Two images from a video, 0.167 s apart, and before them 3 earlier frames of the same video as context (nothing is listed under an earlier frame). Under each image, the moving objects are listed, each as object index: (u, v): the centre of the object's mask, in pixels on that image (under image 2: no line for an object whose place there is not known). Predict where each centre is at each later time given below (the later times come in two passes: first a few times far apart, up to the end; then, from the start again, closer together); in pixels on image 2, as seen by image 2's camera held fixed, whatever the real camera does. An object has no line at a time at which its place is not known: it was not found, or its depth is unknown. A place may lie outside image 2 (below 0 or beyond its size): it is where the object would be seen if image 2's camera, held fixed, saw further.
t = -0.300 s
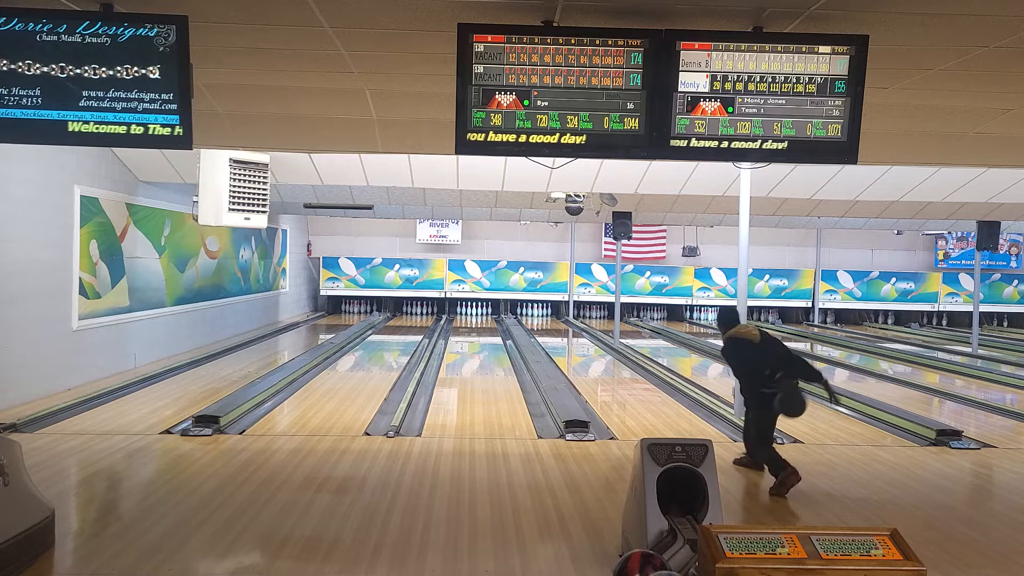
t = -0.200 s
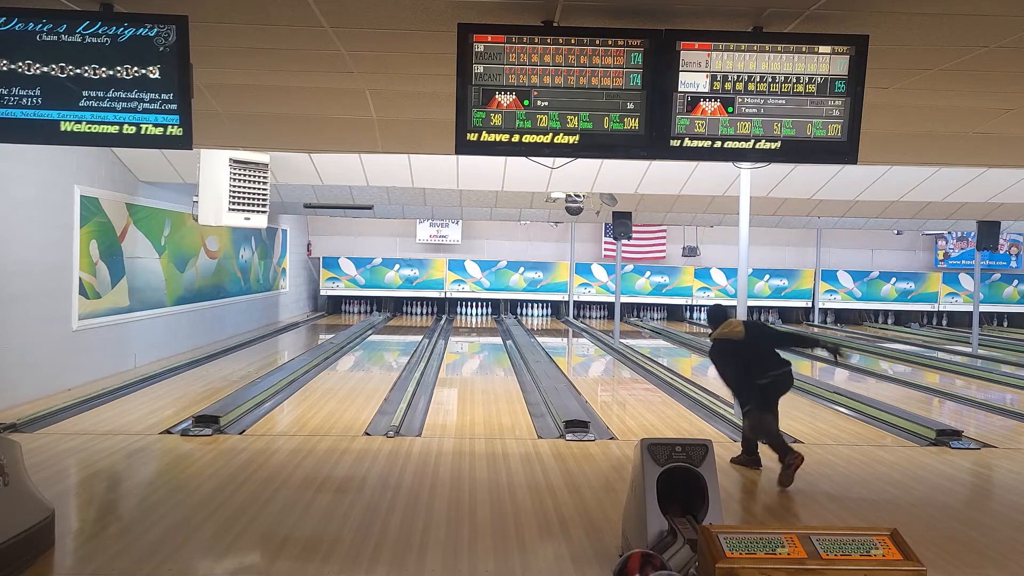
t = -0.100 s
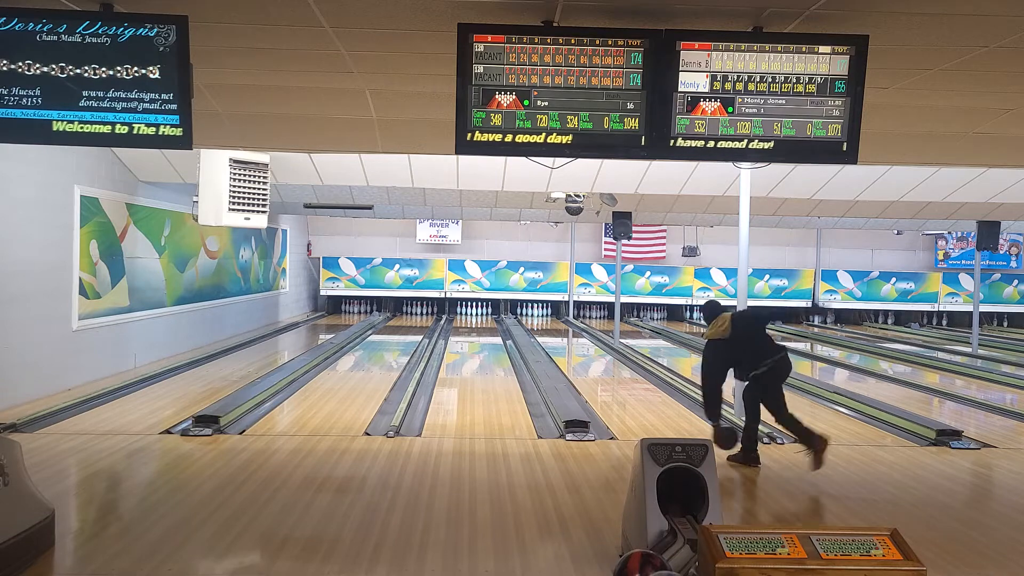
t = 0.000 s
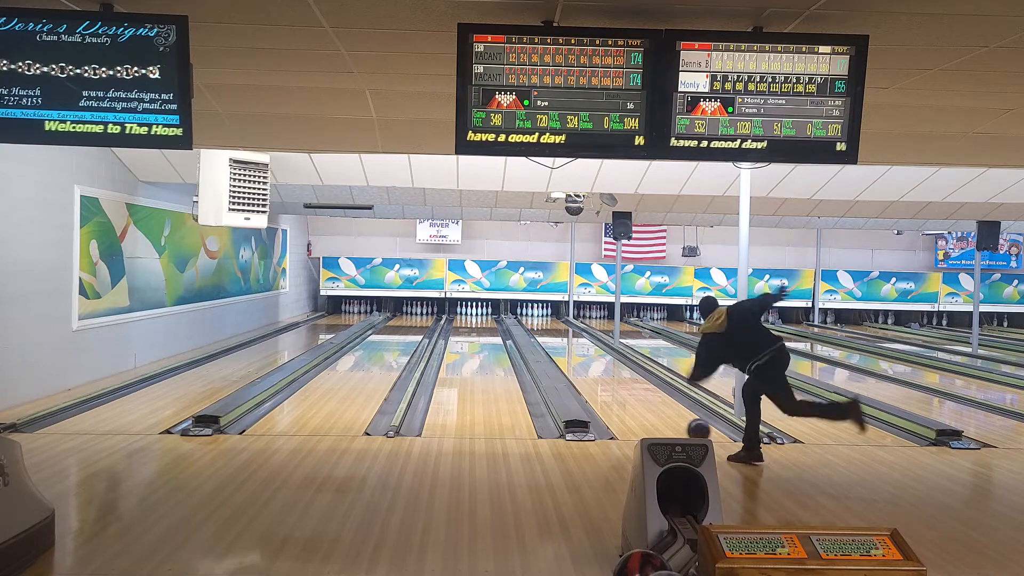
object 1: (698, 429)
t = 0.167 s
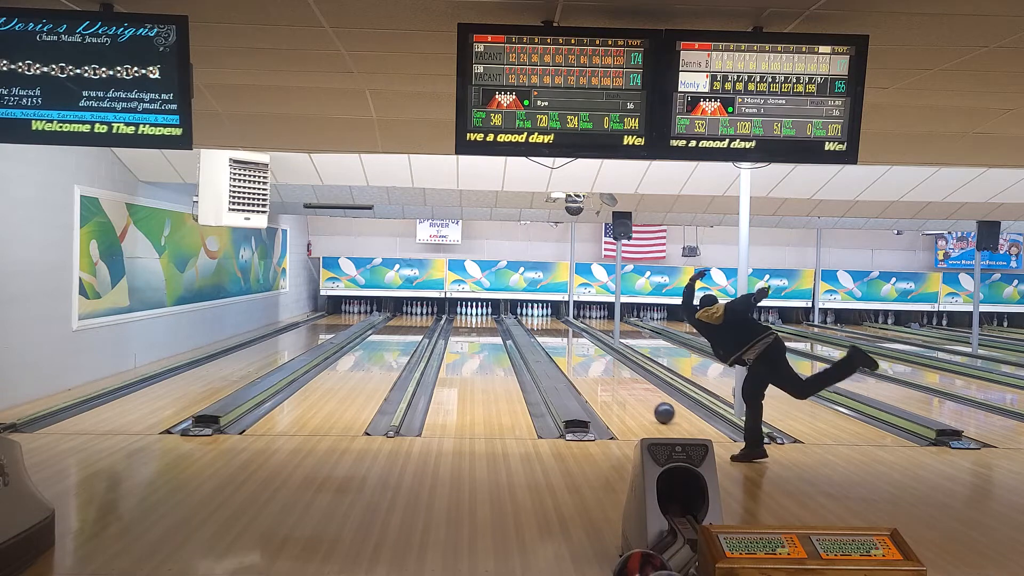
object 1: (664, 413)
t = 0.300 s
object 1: (643, 399)
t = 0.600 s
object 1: (606, 375)
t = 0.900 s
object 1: (581, 358)
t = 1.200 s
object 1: (563, 346)
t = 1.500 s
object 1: (549, 337)
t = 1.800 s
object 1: (539, 329)
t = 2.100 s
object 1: (533, 324)
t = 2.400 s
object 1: (531, 320)
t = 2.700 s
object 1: (533, 315)
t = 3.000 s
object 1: (534, 313)
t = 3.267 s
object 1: (536, 312)
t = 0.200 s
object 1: (658, 409)
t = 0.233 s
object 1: (653, 405)
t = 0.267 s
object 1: (648, 402)
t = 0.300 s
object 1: (643, 399)
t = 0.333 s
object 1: (638, 395)
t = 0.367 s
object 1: (633, 392)
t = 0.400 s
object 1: (629, 388)
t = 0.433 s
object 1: (625, 386)
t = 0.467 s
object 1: (621, 384)
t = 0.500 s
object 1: (617, 382)
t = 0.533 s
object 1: (613, 379)
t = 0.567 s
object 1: (610, 377)
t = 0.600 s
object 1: (606, 375)
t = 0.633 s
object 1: (603, 373)
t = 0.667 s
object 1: (600, 371)
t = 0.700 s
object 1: (597, 369)
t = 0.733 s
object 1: (594, 367)
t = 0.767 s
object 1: (591, 365)
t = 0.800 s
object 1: (588, 363)
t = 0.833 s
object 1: (586, 362)
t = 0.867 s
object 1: (584, 360)
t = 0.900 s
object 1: (581, 358)
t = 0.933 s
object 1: (579, 357)
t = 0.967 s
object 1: (577, 355)
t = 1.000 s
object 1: (574, 354)
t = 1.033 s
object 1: (572, 352)
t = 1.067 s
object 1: (570, 351)
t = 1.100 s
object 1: (568, 350)
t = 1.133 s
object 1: (566, 349)
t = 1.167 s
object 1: (565, 347)
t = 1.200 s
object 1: (563, 346)
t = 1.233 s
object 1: (561, 345)
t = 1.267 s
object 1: (559, 344)
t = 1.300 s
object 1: (558, 343)
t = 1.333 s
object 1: (556, 342)
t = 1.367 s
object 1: (555, 341)
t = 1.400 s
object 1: (553, 340)
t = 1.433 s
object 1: (552, 339)
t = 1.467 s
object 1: (550, 338)
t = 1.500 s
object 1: (549, 337)
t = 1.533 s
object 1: (548, 336)
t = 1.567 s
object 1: (546, 335)
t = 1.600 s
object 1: (545, 334)
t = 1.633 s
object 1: (544, 333)
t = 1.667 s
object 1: (543, 332)
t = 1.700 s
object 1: (542, 332)
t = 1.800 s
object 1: (539, 329)
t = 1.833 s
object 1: (538, 329)
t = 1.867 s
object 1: (537, 328)
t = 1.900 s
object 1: (536, 327)
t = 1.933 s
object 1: (536, 327)
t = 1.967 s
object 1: (535, 326)
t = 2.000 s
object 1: (534, 326)
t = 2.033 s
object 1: (534, 325)
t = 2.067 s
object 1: (533, 324)
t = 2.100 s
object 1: (533, 324)
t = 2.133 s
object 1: (533, 323)
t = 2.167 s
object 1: (532, 323)
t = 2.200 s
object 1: (532, 322)
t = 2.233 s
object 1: (532, 322)
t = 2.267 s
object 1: (532, 321)
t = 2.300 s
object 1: (532, 320)
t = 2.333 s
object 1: (531, 320)
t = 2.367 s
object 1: (531, 320)
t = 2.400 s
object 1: (531, 320)
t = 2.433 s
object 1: (531, 319)
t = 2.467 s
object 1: (531, 319)
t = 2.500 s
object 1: (532, 318)
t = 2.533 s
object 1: (531, 318)
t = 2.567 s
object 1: (532, 317)
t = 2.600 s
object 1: (532, 317)
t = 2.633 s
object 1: (532, 316)
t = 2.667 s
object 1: (532, 316)
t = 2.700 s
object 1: (533, 315)
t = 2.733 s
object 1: (533, 315)
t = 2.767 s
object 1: (533, 315)
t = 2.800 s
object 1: (533, 315)
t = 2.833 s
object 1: (534, 314)
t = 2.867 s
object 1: (534, 314)
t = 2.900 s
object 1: (534, 314)
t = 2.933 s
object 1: (534, 314)
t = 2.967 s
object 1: (534, 313)
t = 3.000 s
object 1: (534, 313)
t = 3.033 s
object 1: (534, 313)
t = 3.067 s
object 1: (534, 313)
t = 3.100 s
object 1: (534, 313)
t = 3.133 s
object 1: (535, 313)
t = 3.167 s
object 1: (535, 312)
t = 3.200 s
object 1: (536, 312)
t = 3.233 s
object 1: (536, 312)
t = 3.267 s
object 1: (536, 312)
